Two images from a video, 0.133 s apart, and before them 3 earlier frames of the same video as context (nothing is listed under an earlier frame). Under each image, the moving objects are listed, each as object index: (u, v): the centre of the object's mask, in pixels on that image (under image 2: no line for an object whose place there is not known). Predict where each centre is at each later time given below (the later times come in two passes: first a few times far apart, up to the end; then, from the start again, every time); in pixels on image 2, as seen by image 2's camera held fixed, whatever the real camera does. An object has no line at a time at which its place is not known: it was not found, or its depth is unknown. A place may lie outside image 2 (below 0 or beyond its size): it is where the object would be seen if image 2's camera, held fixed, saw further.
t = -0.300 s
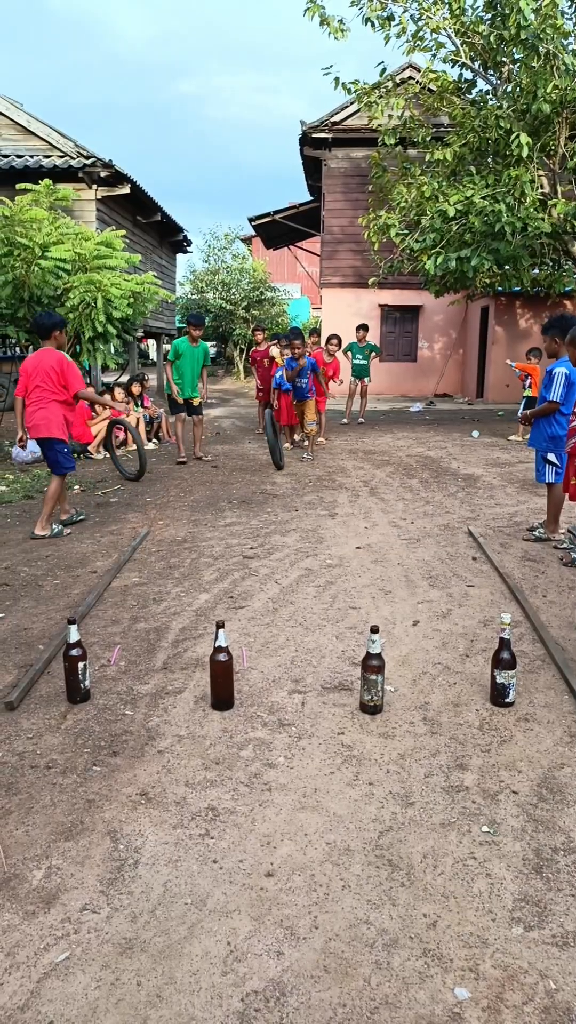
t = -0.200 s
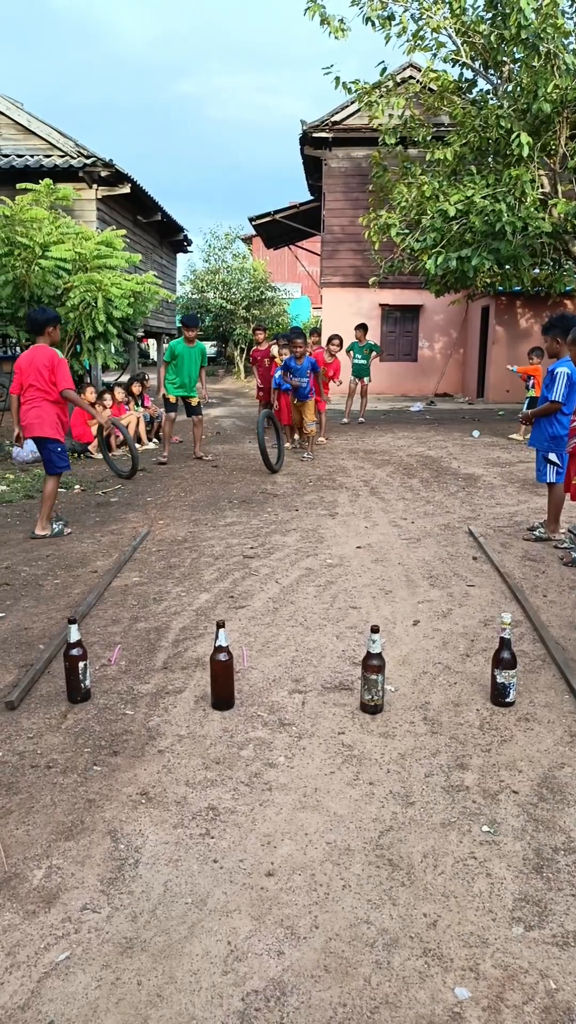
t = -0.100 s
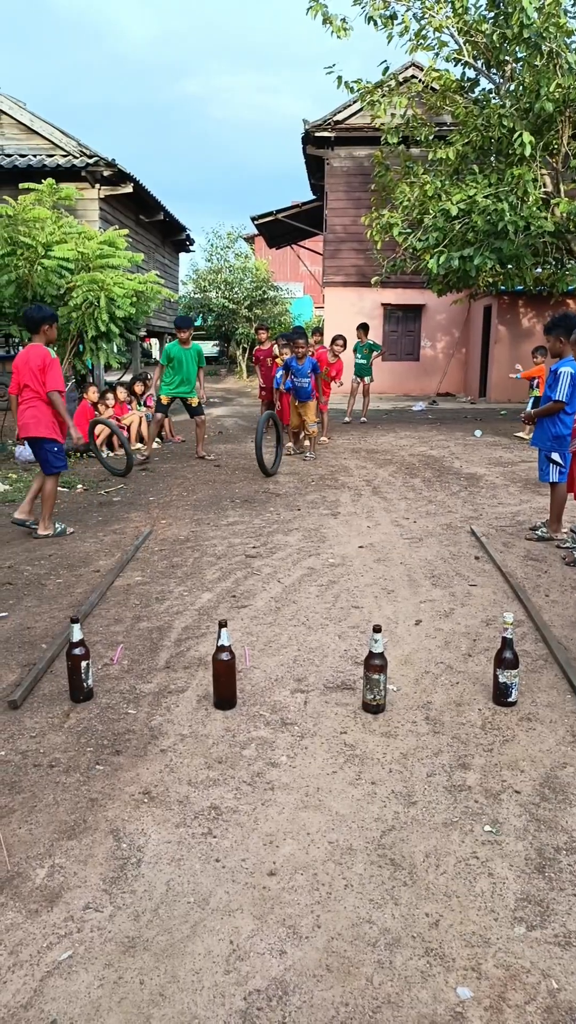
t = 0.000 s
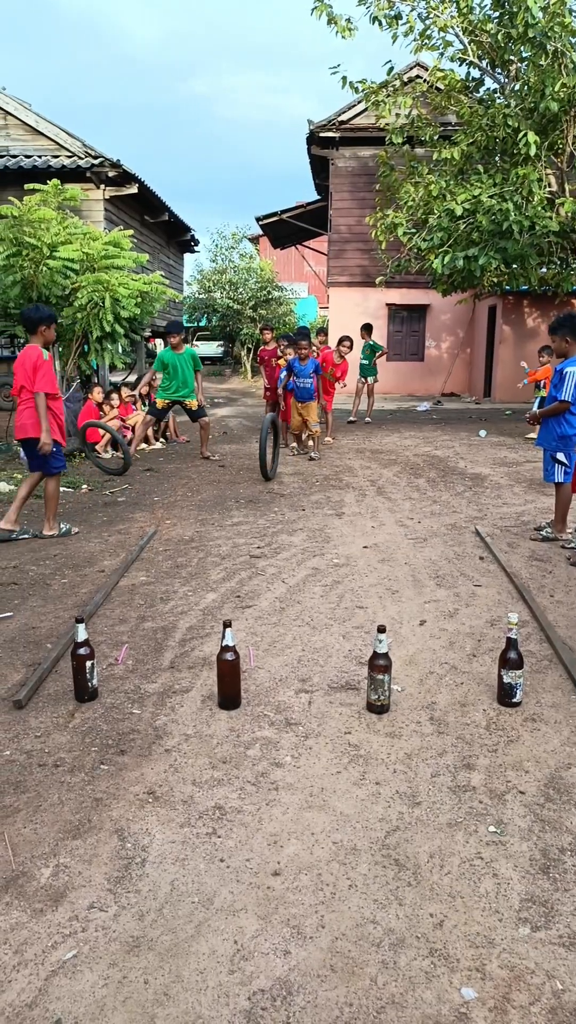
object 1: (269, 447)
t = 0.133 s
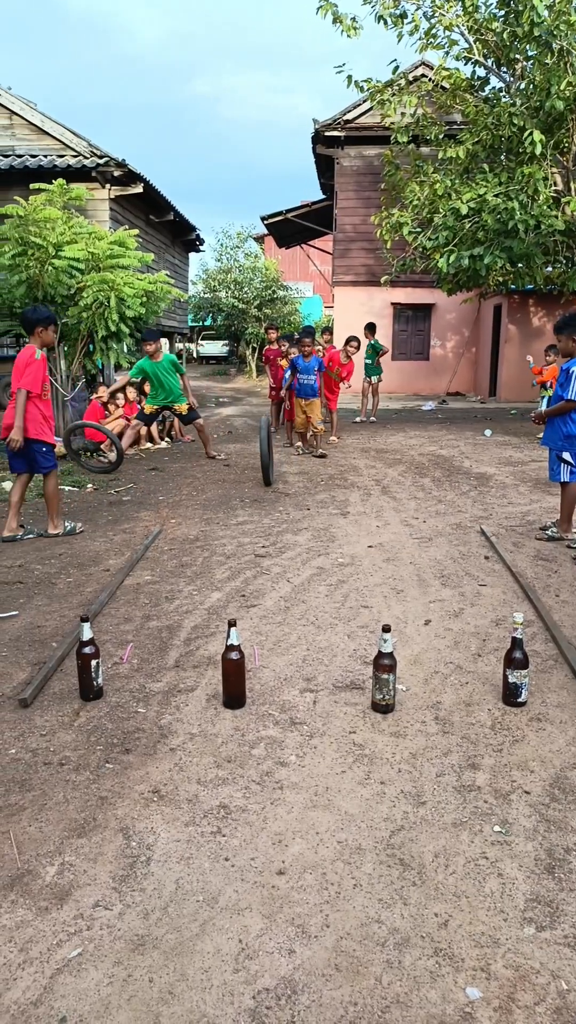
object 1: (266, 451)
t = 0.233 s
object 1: (259, 455)
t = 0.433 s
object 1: (241, 462)
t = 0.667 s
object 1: (216, 472)
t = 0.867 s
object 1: (187, 482)
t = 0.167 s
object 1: (264, 452)
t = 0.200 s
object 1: (261, 453)
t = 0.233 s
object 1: (259, 455)
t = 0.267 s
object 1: (256, 456)
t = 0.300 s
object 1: (253, 458)
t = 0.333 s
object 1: (250, 459)
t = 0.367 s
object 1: (247, 460)
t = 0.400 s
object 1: (244, 461)
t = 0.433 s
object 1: (241, 462)
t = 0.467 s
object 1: (238, 463)
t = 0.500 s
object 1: (234, 463)
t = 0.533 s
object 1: (231, 466)
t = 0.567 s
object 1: (227, 469)
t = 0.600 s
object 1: (223, 469)
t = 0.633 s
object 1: (220, 471)
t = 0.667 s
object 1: (216, 472)
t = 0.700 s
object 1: (211, 474)
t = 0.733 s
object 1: (206, 475)
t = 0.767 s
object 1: (202, 477)
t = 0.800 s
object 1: (197, 479)
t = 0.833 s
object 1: (192, 481)
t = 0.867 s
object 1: (187, 482)
